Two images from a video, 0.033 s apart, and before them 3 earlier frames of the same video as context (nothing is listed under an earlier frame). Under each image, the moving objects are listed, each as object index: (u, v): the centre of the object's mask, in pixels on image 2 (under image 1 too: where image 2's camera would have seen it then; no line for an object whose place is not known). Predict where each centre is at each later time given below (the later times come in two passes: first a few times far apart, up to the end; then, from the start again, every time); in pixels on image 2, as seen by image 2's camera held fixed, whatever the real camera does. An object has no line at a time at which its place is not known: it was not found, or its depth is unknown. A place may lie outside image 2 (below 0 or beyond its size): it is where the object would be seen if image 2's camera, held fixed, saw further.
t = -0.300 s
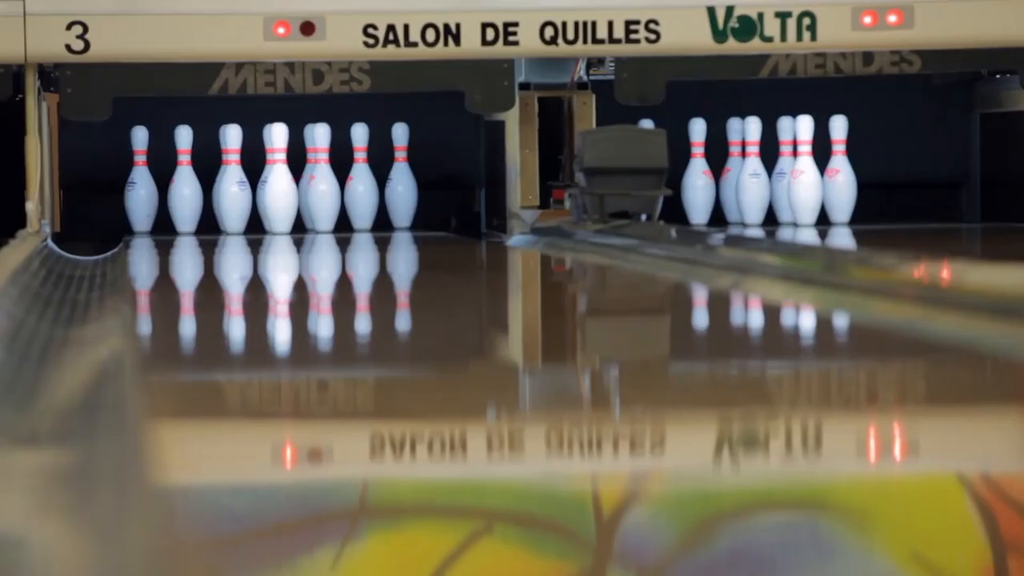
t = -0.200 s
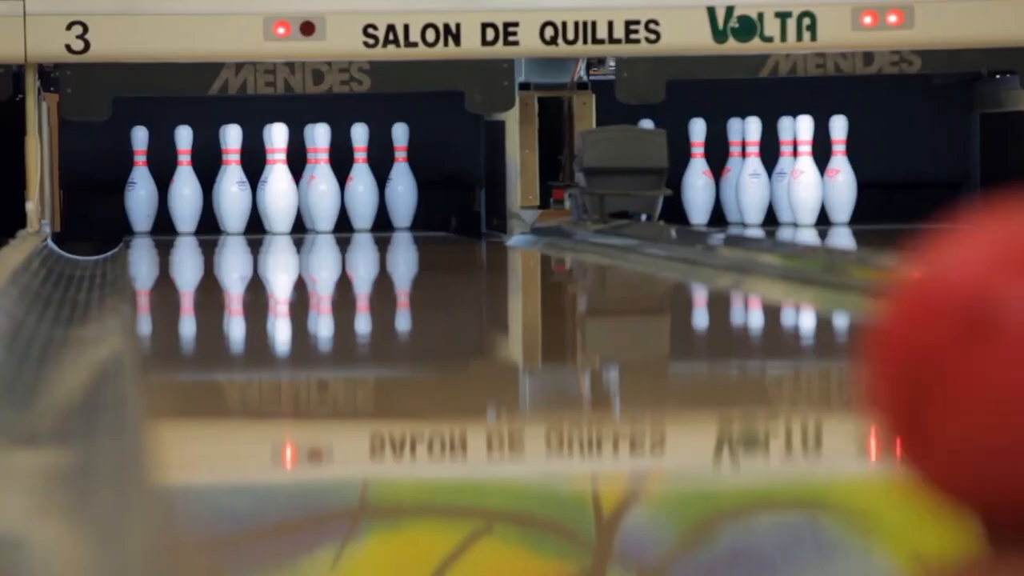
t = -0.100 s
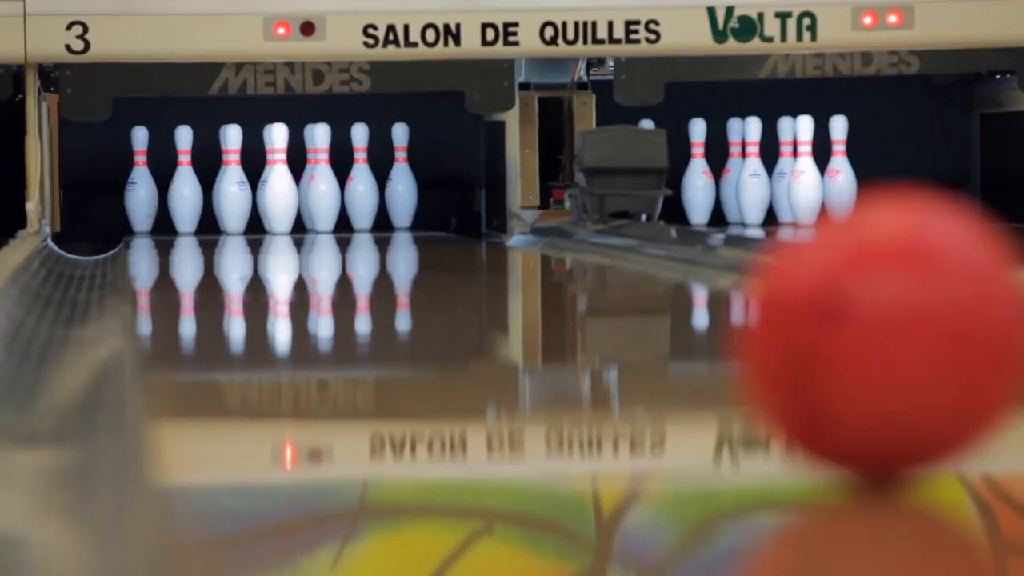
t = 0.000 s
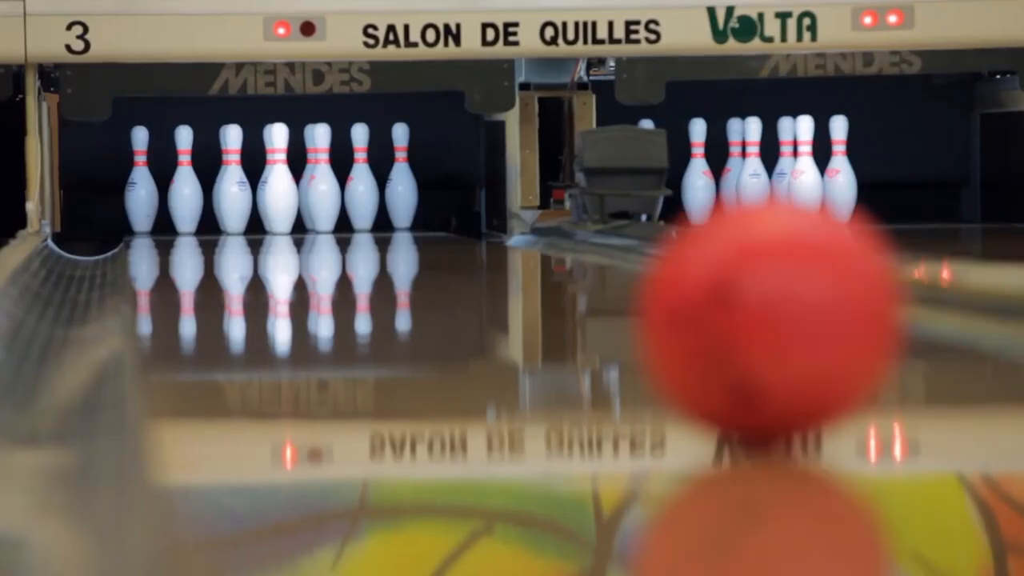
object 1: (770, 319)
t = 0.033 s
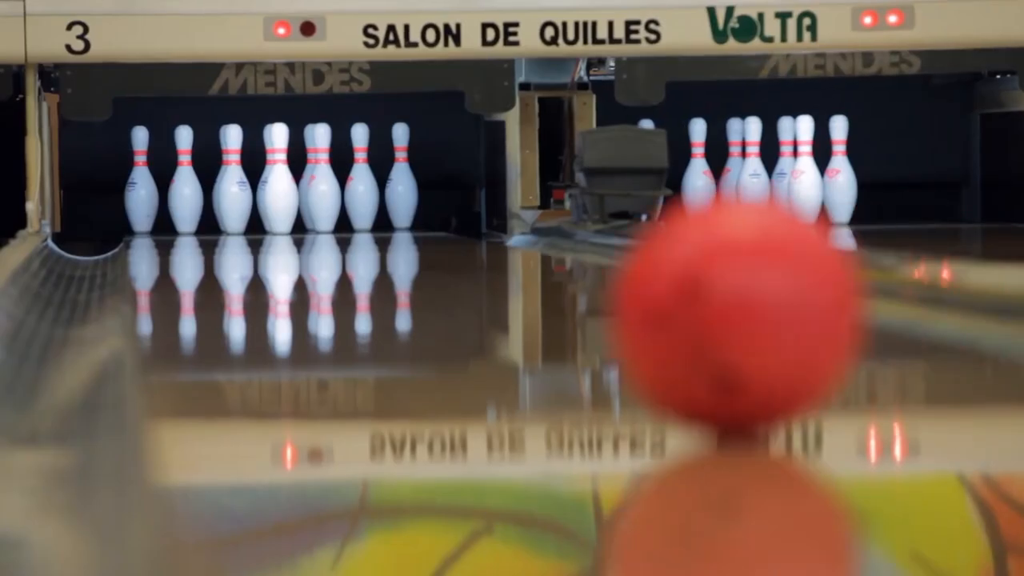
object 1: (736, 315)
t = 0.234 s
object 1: (588, 283)
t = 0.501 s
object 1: (457, 261)
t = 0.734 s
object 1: (379, 250)
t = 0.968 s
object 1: (315, 239)
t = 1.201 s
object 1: (266, 231)
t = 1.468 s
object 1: (224, 223)
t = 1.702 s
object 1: (192, 219)
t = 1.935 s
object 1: (164, 214)
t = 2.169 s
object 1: (138, 211)
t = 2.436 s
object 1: (109, 212)
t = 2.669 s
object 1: (79, 215)
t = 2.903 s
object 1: (96, 218)
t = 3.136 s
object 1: (93, 223)
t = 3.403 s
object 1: (89, 228)
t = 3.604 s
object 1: (89, 236)
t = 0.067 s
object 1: (706, 308)
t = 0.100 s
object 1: (677, 301)
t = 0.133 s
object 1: (652, 296)
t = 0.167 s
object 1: (630, 291)
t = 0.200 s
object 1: (608, 287)
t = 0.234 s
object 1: (588, 283)
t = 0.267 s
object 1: (567, 279)
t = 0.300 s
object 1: (548, 276)
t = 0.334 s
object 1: (530, 273)
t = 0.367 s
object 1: (513, 271)
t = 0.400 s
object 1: (498, 268)
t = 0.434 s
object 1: (485, 266)
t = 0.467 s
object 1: (470, 264)
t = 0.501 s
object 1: (457, 261)
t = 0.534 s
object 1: (444, 260)
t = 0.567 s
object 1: (434, 258)
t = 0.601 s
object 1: (420, 257)
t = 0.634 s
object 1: (410, 255)
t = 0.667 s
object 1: (400, 253)
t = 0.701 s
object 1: (390, 251)
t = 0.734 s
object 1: (379, 250)
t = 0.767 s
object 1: (369, 248)
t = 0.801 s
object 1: (359, 247)
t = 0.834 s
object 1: (349, 245)
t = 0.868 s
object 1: (341, 243)
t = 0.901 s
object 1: (332, 242)
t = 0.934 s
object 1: (324, 240)
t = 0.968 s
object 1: (315, 239)
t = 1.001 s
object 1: (306, 238)
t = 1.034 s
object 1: (300, 237)
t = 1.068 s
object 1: (294, 236)
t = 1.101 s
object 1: (288, 234)
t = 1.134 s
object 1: (280, 233)
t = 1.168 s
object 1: (272, 232)
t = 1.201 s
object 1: (266, 231)
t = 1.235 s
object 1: (260, 230)
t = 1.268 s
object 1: (254, 229)
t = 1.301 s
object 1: (249, 228)
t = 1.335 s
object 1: (244, 227)
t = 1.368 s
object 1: (238, 226)
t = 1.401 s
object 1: (233, 225)
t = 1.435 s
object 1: (228, 224)
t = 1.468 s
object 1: (224, 223)
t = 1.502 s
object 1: (218, 223)
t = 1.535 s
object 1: (214, 222)
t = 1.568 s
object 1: (209, 222)
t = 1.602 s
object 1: (204, 221)
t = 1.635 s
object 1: (200, 220)
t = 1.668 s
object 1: (196, 219)
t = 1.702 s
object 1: (192, 219)
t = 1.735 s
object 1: (188, 218)
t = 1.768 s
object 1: (184, 217)
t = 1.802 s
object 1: (180, 216)
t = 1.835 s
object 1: (176, 216)
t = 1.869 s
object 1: (172, 216)
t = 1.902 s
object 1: (168, 215)
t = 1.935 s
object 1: (164, 214)
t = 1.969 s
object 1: (160, 214)
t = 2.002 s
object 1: (156, 214)
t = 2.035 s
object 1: (152, 213)
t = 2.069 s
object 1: (149, 212)
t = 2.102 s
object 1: (145, 212)
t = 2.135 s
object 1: (142, 212)
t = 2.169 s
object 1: (138, 211)
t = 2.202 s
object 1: (135, 211)
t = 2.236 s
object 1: (131, 211)
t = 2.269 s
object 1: (128, 210)
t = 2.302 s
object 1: (125, 210)
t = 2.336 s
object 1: (122, 210)
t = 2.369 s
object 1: (118, 210)
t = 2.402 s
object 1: (113, 211)
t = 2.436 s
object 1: (109, 212)
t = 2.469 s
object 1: (103, 215)
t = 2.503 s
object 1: (97, 220)
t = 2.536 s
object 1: (91, 227)
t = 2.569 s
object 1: (84, 222)
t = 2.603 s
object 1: (78, 219)
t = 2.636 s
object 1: (78, 215)
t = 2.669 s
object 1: (79, 215)
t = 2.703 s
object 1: (79, 218)
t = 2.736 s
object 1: (83, 222)
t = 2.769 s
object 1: (87, 223)
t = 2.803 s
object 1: (91, 219)
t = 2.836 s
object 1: (95, 217)
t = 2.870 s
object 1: (97, 218)
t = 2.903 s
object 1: (96, 218)
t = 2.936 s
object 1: (94, 222)
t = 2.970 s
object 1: (90, 221)
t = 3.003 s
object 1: (85, 219)
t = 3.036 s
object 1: (87, 220)
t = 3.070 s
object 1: (90, 223)
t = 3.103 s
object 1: (91, 222)
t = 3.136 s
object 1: (93, 223)
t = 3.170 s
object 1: (91, 224)
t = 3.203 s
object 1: (88, 226)
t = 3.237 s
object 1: (87, 225)
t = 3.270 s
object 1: (88, 226)
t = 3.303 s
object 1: (88, 226)
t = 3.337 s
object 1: (88, 226)
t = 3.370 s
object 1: (88, 227)
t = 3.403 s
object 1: (89, 228)
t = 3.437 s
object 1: (89, 231)
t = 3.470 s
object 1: (89, 234)
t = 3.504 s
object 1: (89, 235)
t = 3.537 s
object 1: (89, 236)
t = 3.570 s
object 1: (89, 235)
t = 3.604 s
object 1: (89, 236)
